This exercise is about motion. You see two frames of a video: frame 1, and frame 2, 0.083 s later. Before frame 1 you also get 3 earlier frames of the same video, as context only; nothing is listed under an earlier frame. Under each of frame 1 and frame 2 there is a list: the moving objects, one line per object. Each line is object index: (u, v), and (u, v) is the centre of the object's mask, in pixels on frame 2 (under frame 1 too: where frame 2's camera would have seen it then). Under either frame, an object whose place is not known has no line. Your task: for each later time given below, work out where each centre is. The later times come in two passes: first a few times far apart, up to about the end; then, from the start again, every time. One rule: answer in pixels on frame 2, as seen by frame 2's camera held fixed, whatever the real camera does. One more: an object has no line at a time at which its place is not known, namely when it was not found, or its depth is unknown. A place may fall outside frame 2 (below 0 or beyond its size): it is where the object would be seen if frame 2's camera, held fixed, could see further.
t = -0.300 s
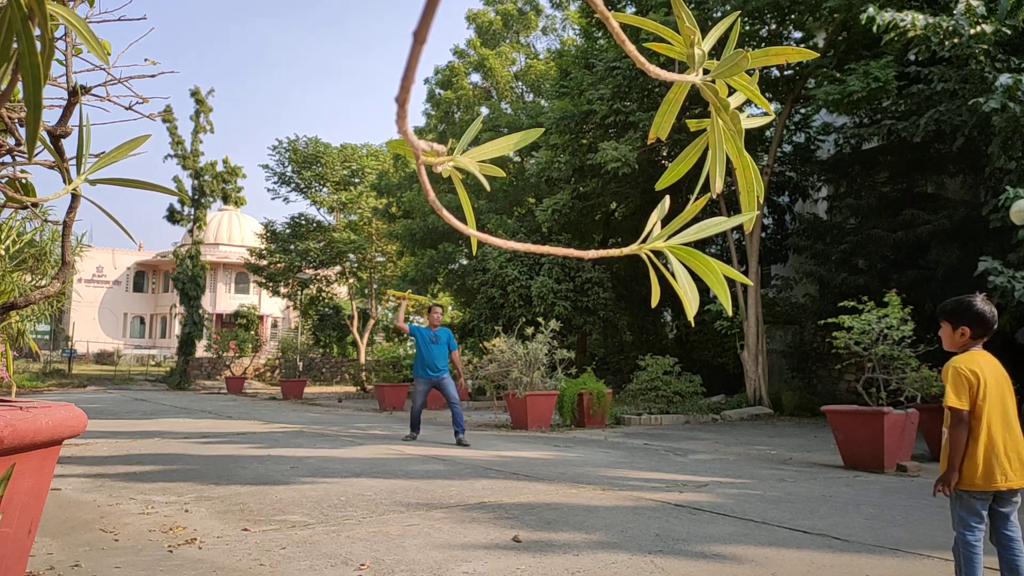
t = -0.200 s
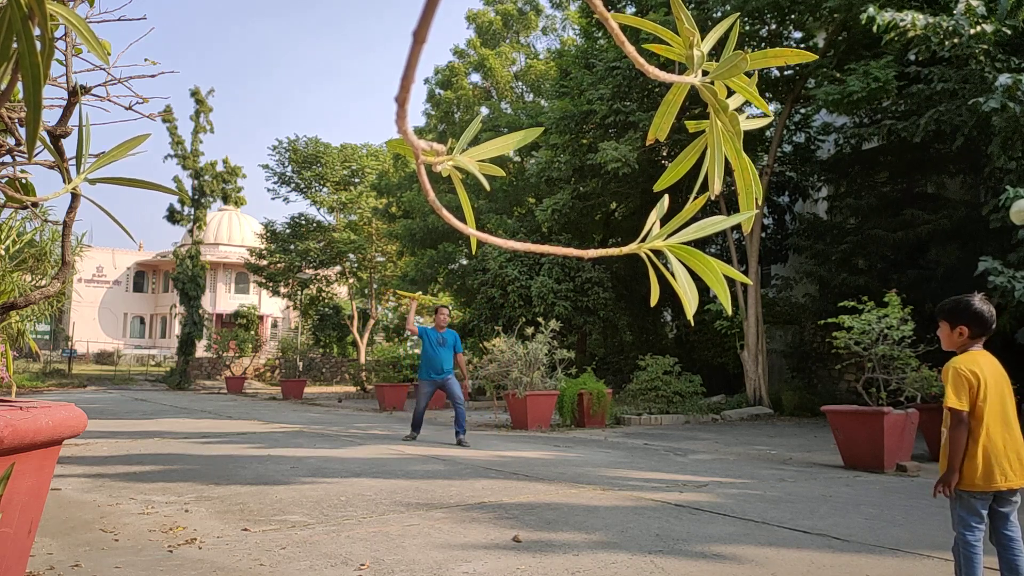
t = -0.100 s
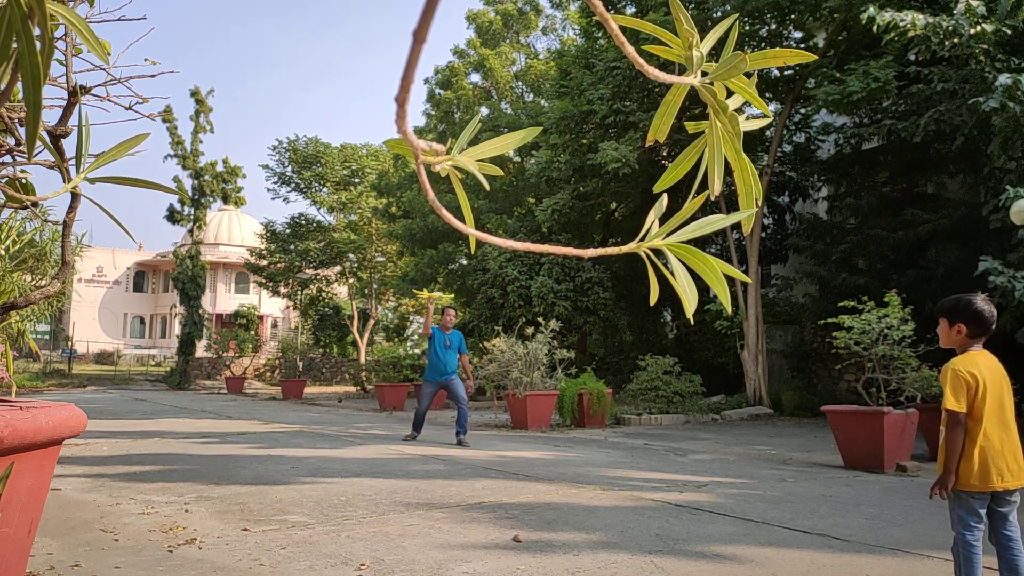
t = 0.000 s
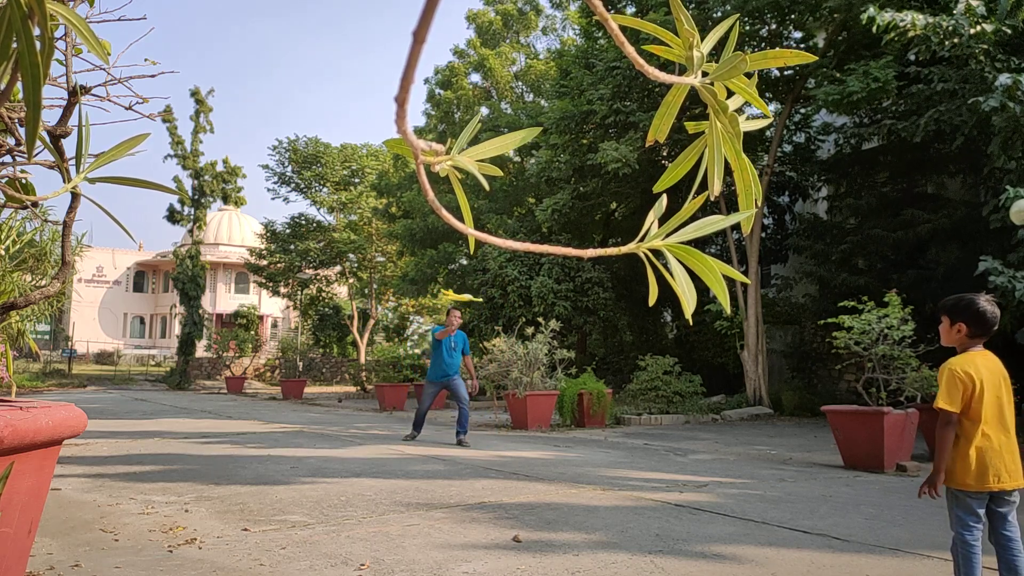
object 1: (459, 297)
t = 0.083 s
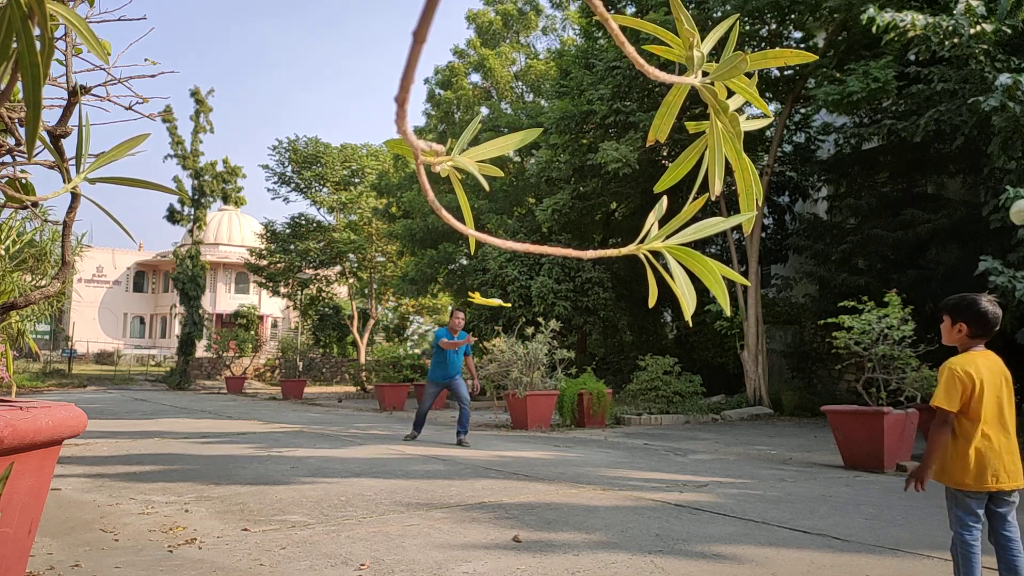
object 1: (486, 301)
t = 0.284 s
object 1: (579, 323)
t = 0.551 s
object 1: (785, 402)
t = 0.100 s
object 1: (493, 302)
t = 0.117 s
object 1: (499, 303)
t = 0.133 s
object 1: (506, 304)
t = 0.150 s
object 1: (512, 306)
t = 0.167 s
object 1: (520, 307)
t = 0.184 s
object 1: (527, 309)
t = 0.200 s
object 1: (534, 311)
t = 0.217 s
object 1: (542, 313)
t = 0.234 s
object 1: (551, 315)
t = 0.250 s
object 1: (560, 318)
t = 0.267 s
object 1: (569, 320)
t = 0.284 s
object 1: (579, 323)
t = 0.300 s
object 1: (587, 326)
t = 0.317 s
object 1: (597, 329)
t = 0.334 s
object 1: (607, 332)
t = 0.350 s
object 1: (618, 336)
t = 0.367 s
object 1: (629, 340)
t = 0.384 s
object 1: (640, 344)
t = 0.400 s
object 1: (652, 349)
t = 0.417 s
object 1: (665, 353)
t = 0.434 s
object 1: (678, 359)
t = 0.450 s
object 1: (691, 364)
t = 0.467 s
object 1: (705, 369)
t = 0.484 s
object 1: (720, 375)
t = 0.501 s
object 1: (735, 381)
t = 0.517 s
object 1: (751, 387)
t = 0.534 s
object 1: (767, 395)
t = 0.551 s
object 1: (785, 402)
